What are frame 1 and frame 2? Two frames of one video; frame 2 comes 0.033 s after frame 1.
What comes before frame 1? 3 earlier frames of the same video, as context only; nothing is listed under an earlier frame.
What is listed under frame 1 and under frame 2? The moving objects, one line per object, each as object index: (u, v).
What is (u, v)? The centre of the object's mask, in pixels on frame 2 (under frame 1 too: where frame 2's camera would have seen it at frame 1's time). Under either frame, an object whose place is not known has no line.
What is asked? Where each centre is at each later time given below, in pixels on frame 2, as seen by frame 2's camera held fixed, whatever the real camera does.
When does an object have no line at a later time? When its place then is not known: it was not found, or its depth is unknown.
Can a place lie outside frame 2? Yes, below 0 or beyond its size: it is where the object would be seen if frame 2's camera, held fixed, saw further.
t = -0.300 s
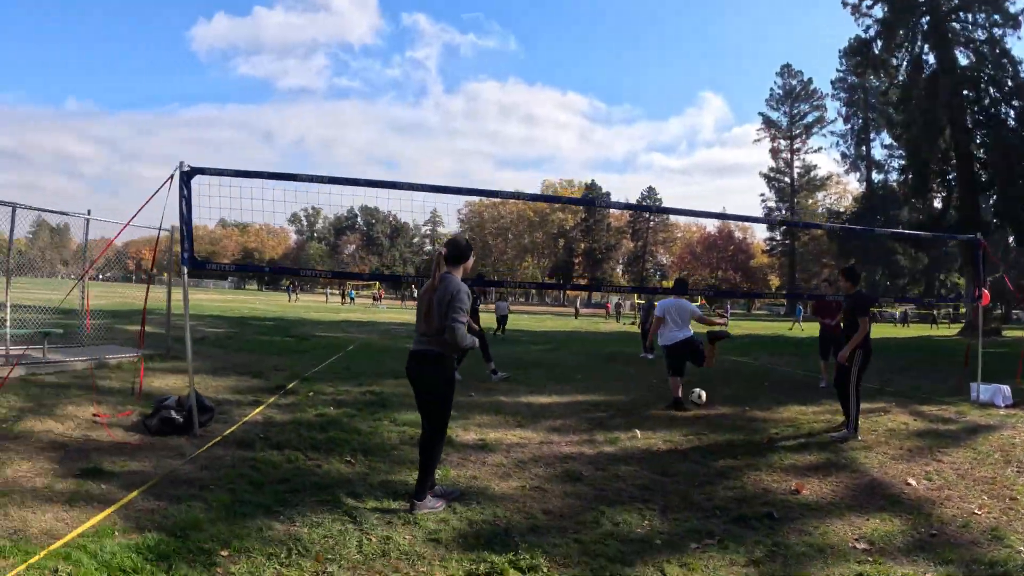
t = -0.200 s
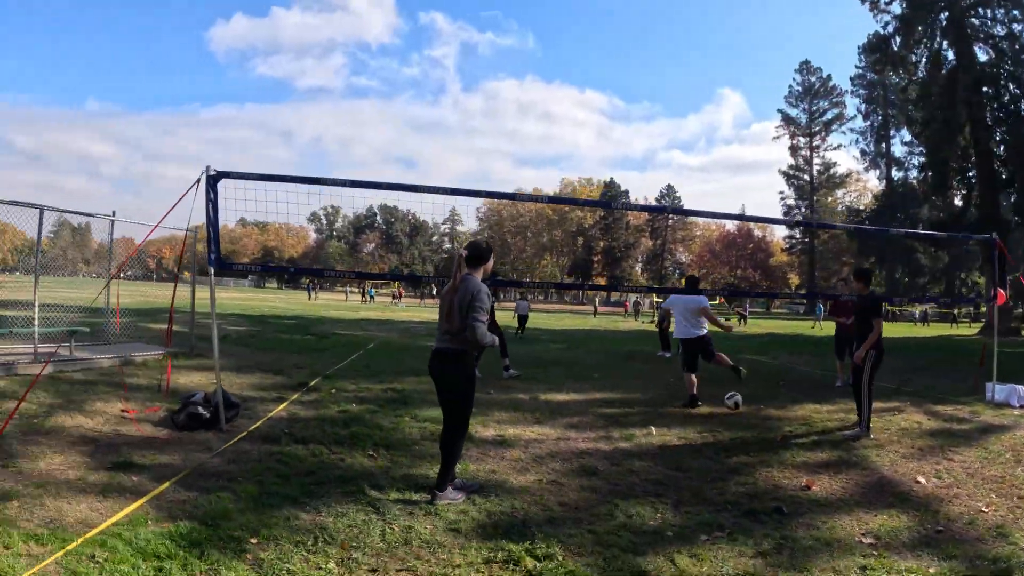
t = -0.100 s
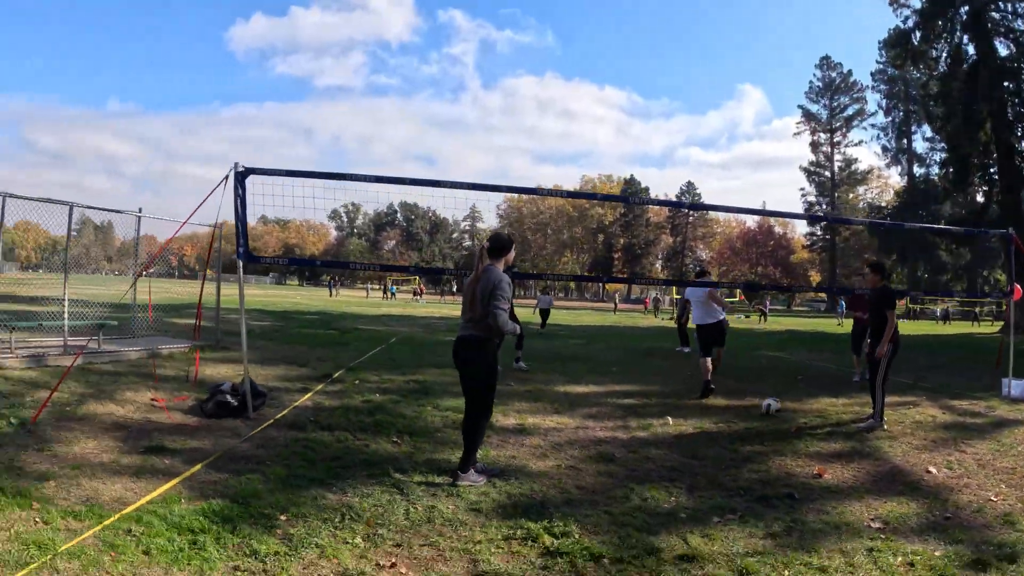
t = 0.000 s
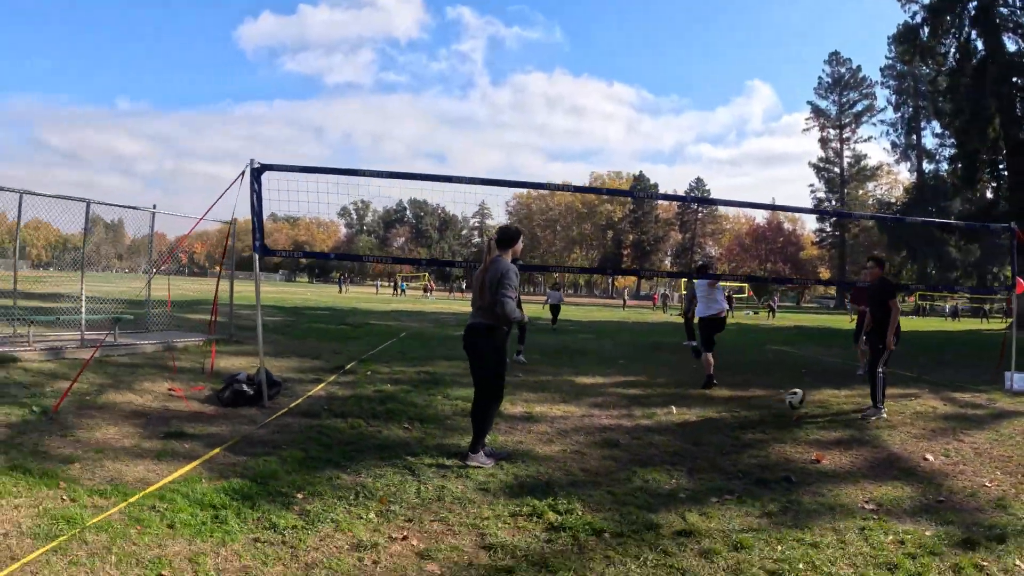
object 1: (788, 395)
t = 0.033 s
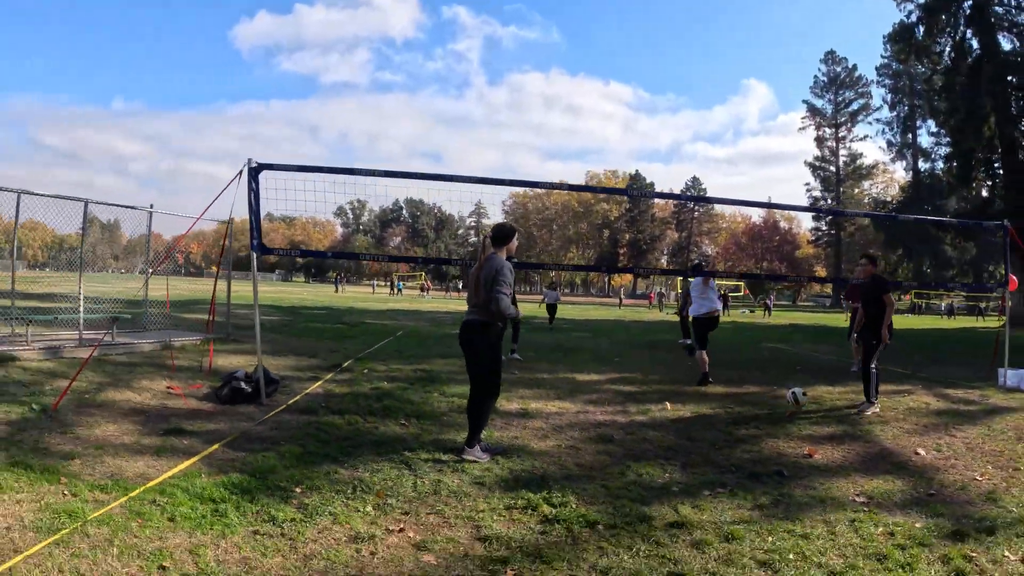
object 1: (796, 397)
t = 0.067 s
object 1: (803, 401)
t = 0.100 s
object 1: (813, 406)
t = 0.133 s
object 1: (820, 413)
